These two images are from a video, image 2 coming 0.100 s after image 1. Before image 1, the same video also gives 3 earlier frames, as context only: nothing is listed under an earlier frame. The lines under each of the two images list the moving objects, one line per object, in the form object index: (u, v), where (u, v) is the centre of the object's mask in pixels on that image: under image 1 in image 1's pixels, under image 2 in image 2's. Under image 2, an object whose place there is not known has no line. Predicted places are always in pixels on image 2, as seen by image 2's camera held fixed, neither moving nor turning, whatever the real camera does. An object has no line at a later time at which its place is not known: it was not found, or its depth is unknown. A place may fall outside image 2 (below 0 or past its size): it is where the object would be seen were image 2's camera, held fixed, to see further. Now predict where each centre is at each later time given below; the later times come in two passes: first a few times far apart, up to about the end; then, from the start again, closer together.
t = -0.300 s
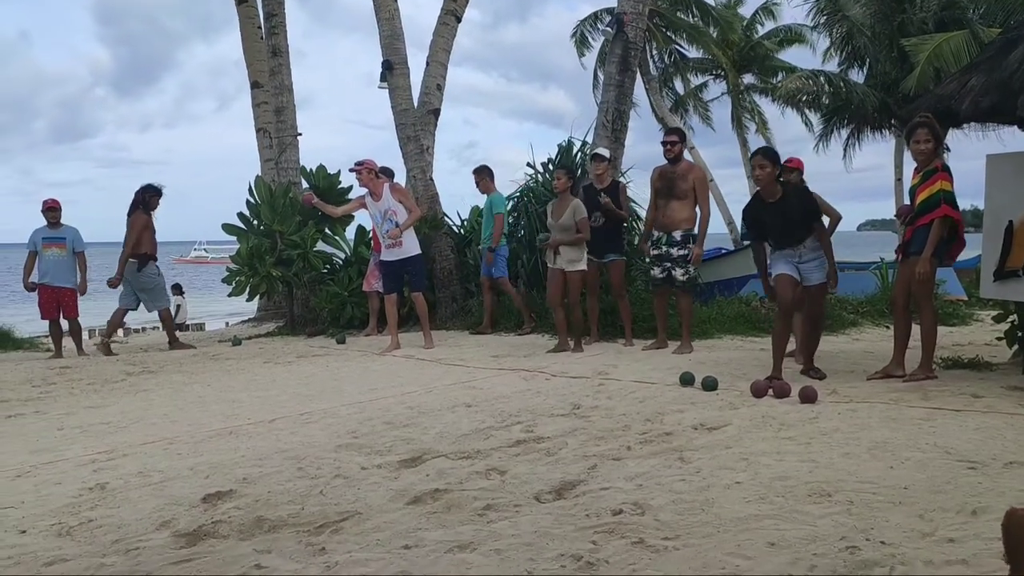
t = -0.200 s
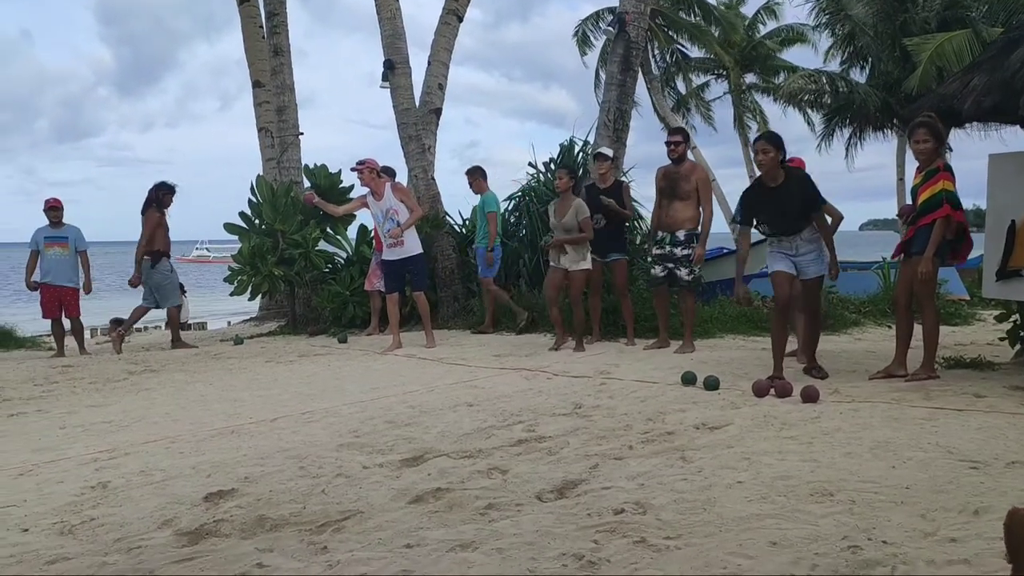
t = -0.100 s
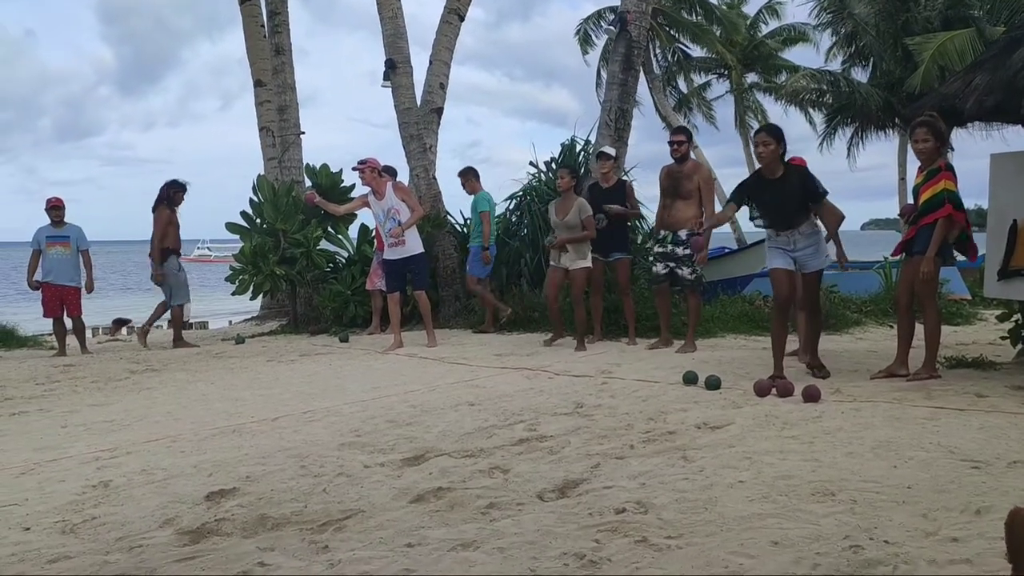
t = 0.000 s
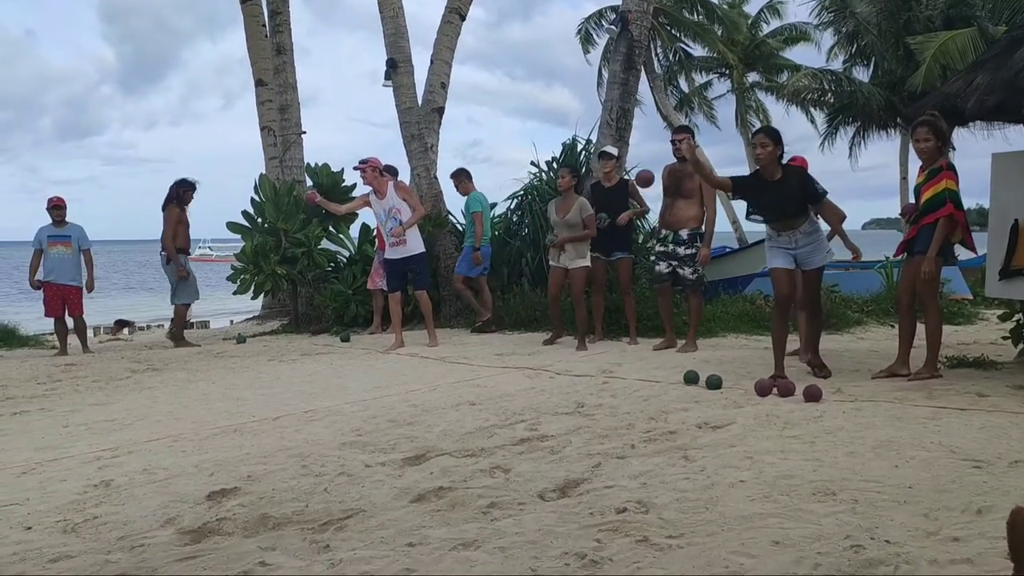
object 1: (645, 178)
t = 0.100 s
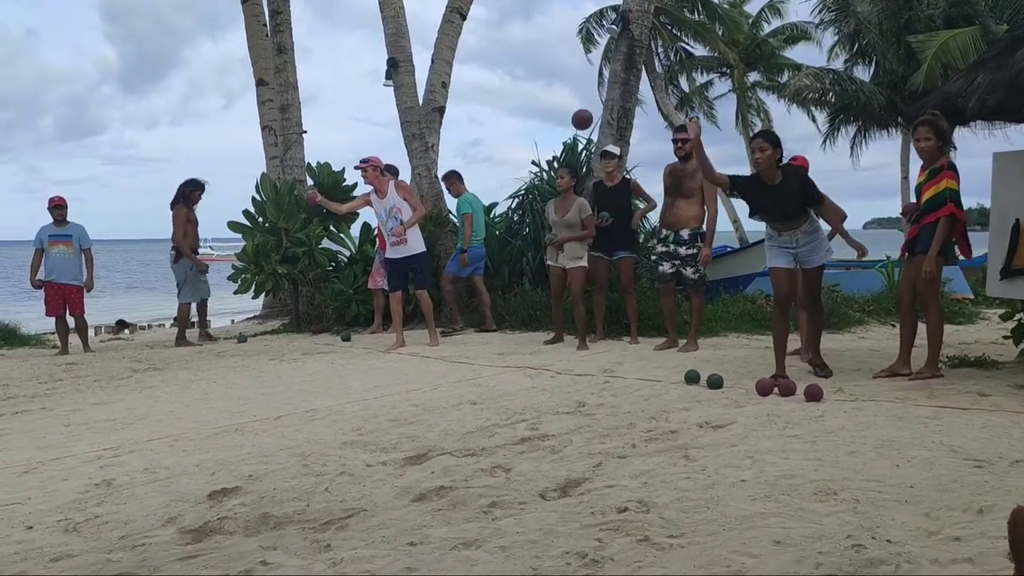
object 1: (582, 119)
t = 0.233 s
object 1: (476, 57)
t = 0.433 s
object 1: (245, 19)
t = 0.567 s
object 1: (11, 63)
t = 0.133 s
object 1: (558, 102)
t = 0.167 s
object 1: (533, 85)
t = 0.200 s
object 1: (506, 70)
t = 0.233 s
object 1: (476, 57)
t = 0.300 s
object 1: (412, 35)
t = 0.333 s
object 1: (375, 27)
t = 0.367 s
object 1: (335, 22)
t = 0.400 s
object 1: (293, 19)
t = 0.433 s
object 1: (245, 19)
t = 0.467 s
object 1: (194, 23)
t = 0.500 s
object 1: (138, 31)
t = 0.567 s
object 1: (11, 63)
